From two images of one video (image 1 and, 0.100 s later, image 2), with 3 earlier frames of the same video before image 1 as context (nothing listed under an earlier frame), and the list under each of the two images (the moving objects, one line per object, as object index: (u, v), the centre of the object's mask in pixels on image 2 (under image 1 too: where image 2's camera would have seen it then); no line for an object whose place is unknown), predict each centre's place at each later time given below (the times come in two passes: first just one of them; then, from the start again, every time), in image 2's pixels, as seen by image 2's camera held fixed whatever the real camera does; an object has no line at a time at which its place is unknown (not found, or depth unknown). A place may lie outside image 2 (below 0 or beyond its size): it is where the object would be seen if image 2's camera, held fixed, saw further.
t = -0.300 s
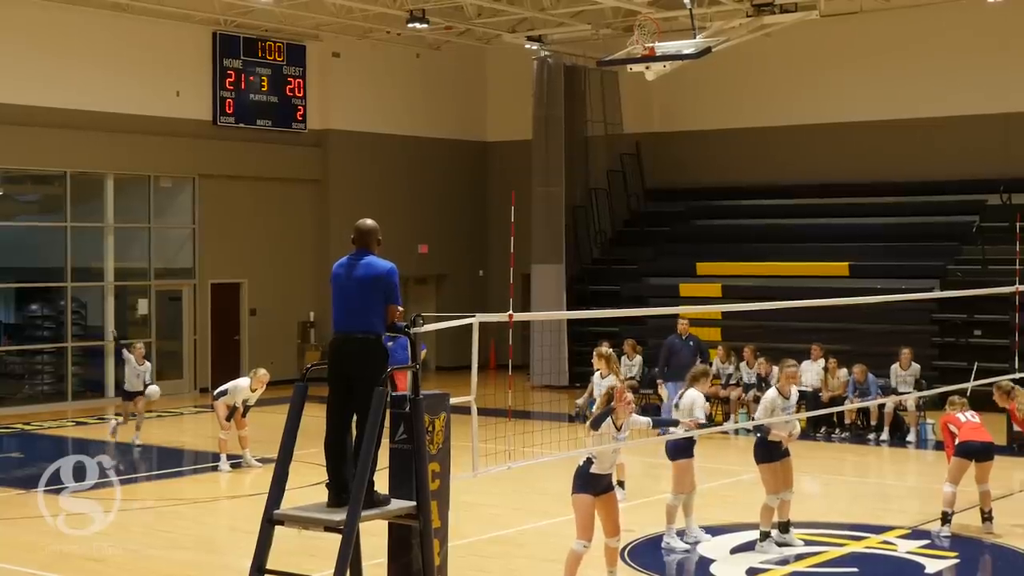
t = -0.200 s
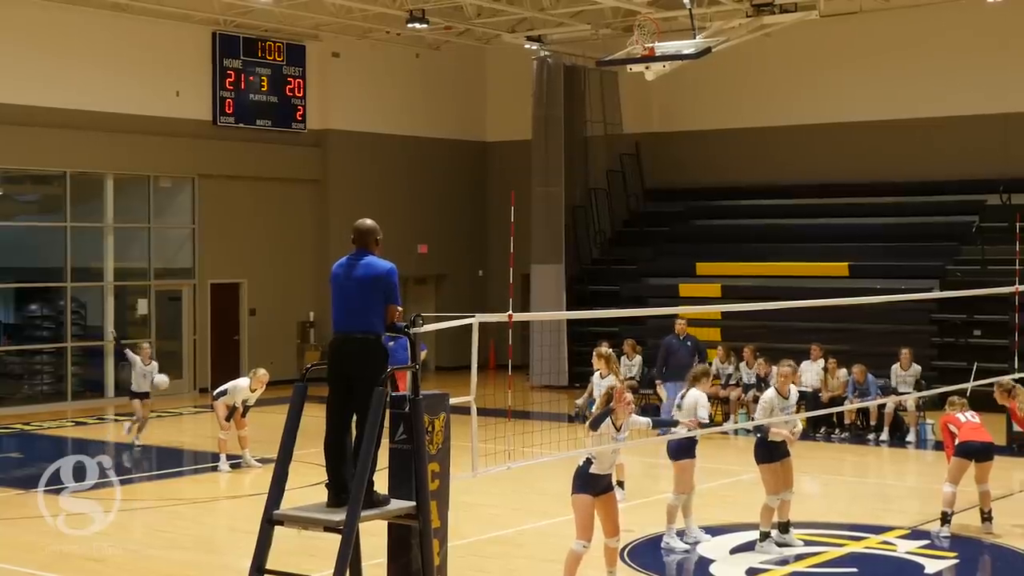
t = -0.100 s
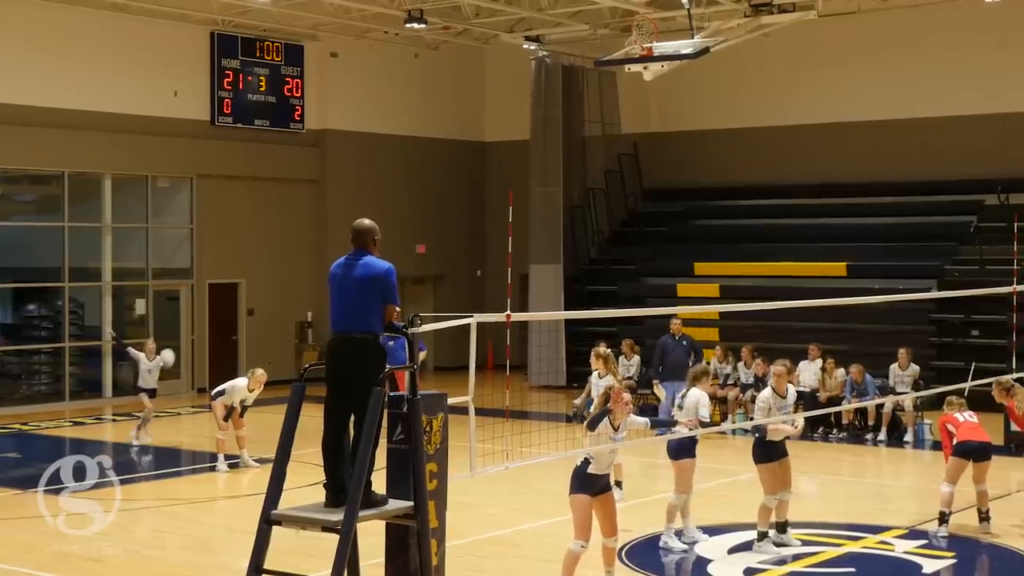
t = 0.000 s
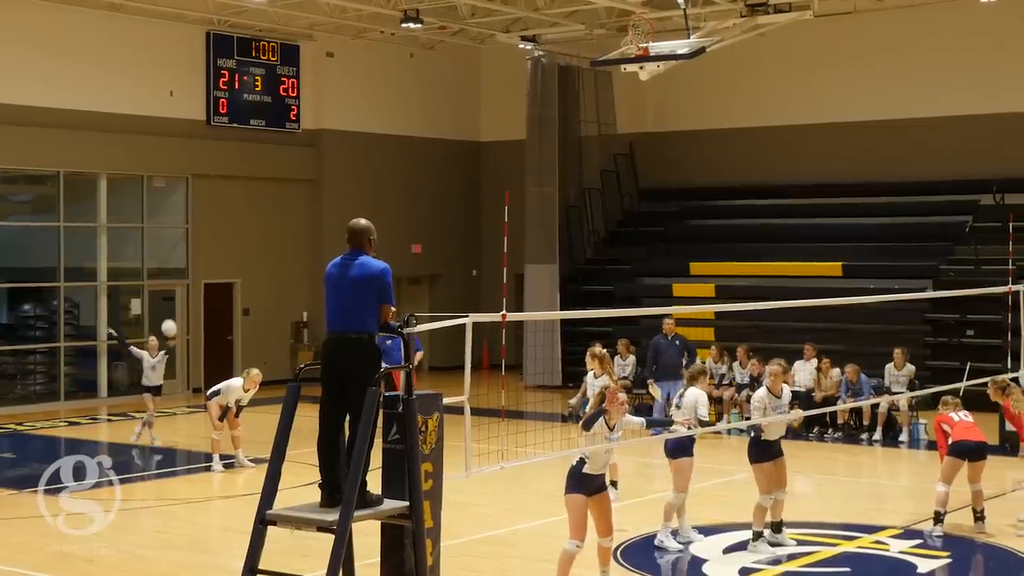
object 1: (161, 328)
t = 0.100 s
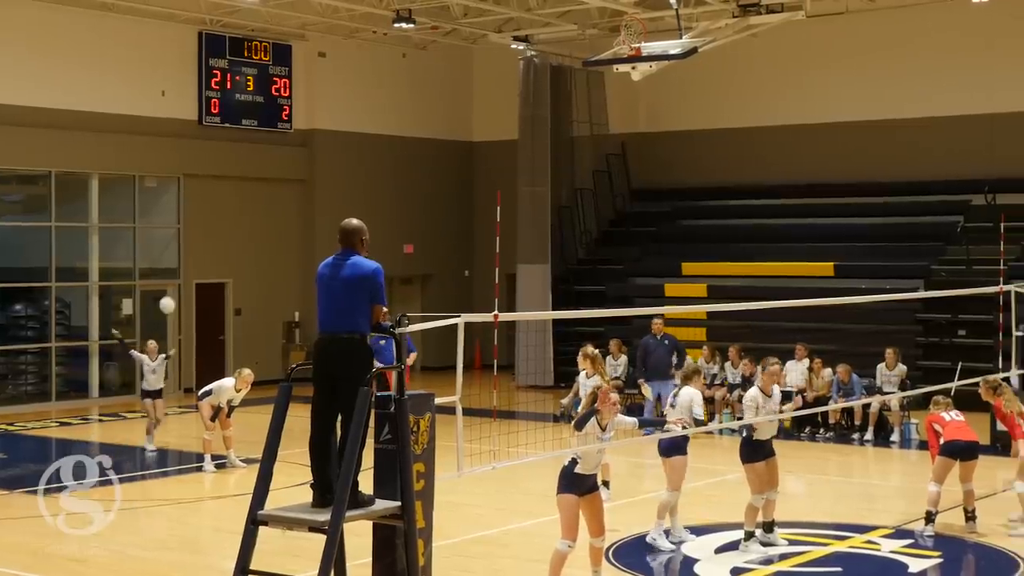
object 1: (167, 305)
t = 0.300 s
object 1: (179, 279)
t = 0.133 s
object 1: (169, 298)
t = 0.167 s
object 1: (171, 293)
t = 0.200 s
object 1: (173, 288)
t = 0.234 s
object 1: (176, 284)
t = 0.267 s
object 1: (177, 281)
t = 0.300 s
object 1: (179, 279)
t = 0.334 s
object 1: (181, 277)
